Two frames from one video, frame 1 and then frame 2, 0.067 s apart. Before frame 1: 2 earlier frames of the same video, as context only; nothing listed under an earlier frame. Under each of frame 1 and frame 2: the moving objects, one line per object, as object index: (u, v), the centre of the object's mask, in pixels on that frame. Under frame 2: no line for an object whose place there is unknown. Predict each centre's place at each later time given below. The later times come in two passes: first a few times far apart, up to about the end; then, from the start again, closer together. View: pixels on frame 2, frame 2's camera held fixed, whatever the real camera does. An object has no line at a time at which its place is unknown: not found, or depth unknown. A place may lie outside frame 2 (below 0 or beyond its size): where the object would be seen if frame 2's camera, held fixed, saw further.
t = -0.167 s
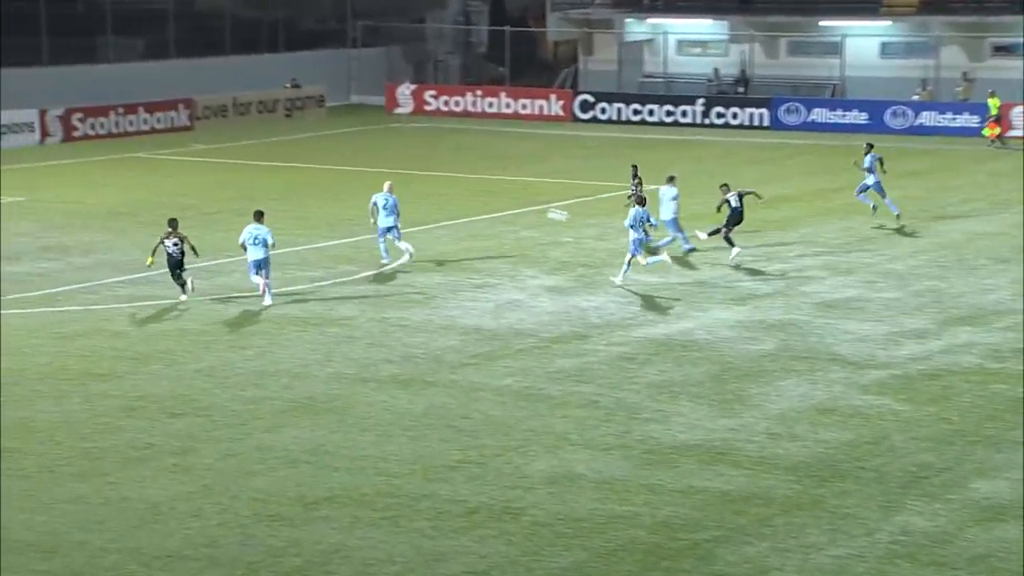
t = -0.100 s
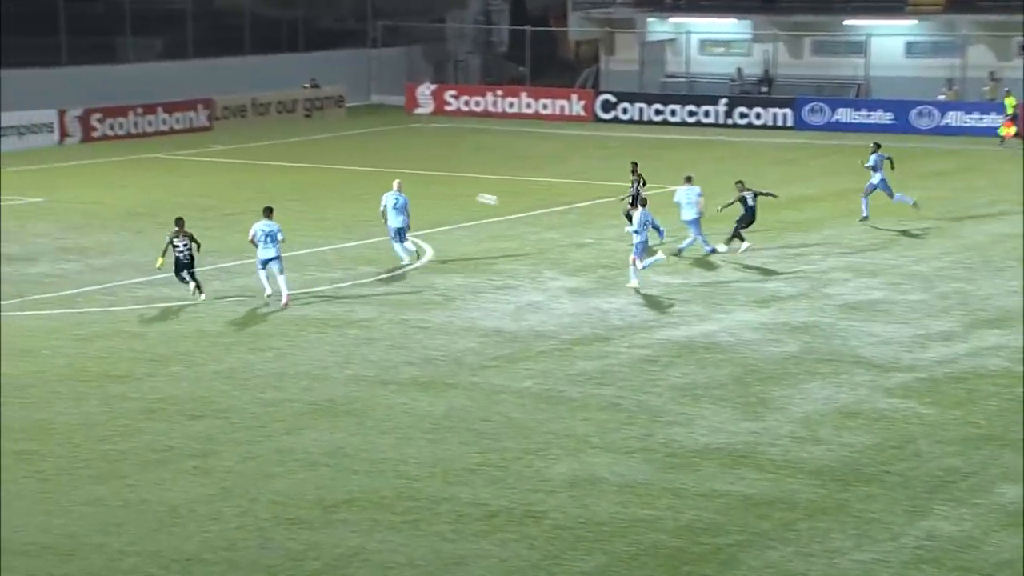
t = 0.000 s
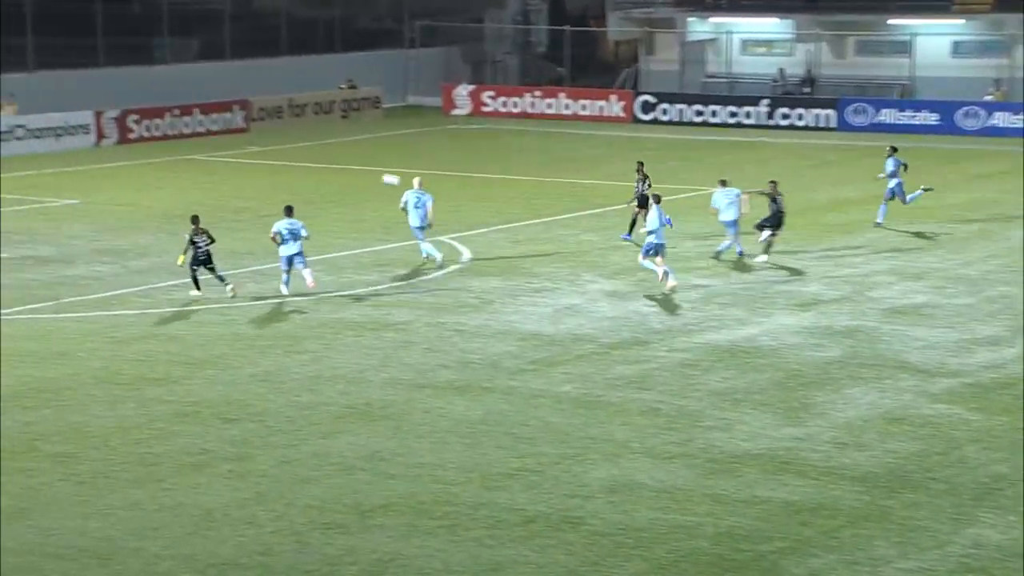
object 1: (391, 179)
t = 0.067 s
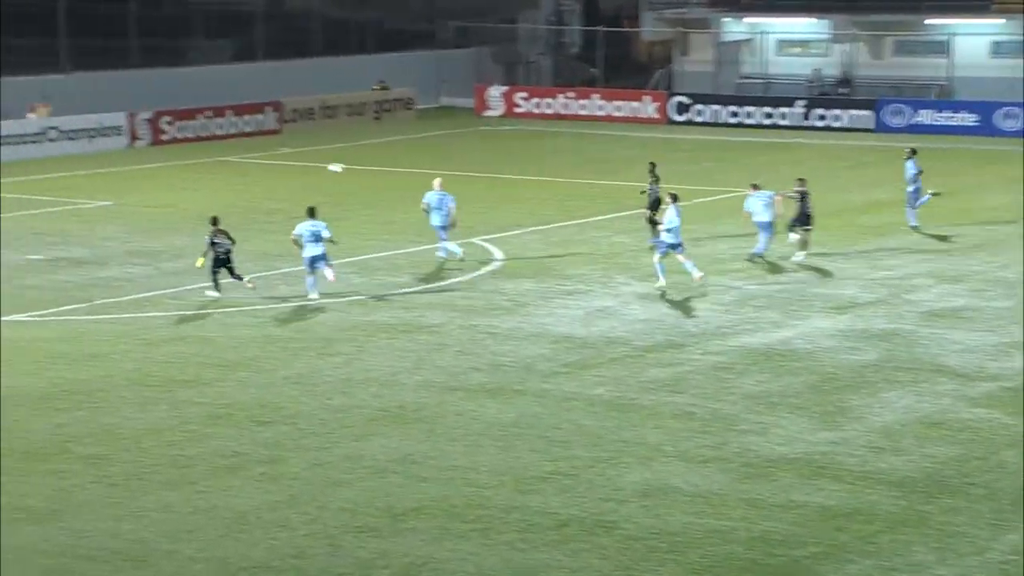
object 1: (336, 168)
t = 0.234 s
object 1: (127, 143)
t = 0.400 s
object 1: (-86, 126)
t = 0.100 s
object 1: (294, 162)
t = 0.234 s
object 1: (127, 143)
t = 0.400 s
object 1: (-86, 126)
